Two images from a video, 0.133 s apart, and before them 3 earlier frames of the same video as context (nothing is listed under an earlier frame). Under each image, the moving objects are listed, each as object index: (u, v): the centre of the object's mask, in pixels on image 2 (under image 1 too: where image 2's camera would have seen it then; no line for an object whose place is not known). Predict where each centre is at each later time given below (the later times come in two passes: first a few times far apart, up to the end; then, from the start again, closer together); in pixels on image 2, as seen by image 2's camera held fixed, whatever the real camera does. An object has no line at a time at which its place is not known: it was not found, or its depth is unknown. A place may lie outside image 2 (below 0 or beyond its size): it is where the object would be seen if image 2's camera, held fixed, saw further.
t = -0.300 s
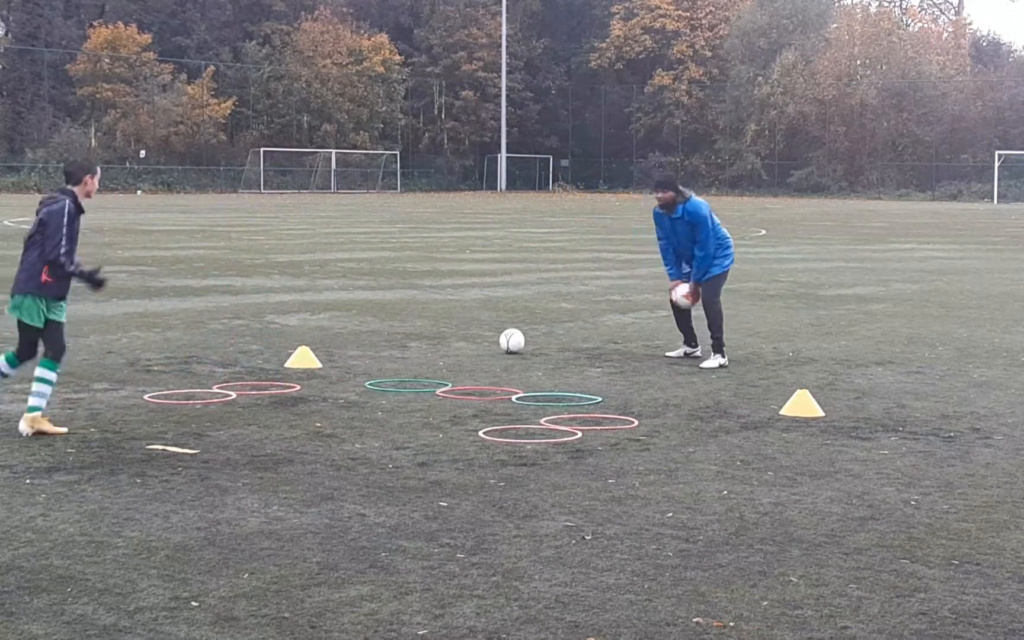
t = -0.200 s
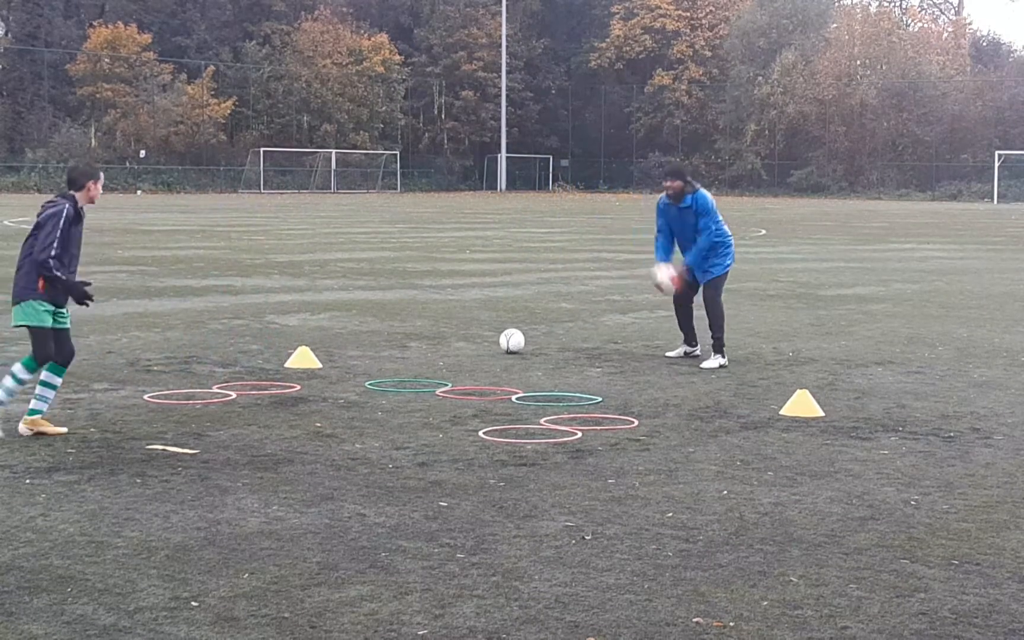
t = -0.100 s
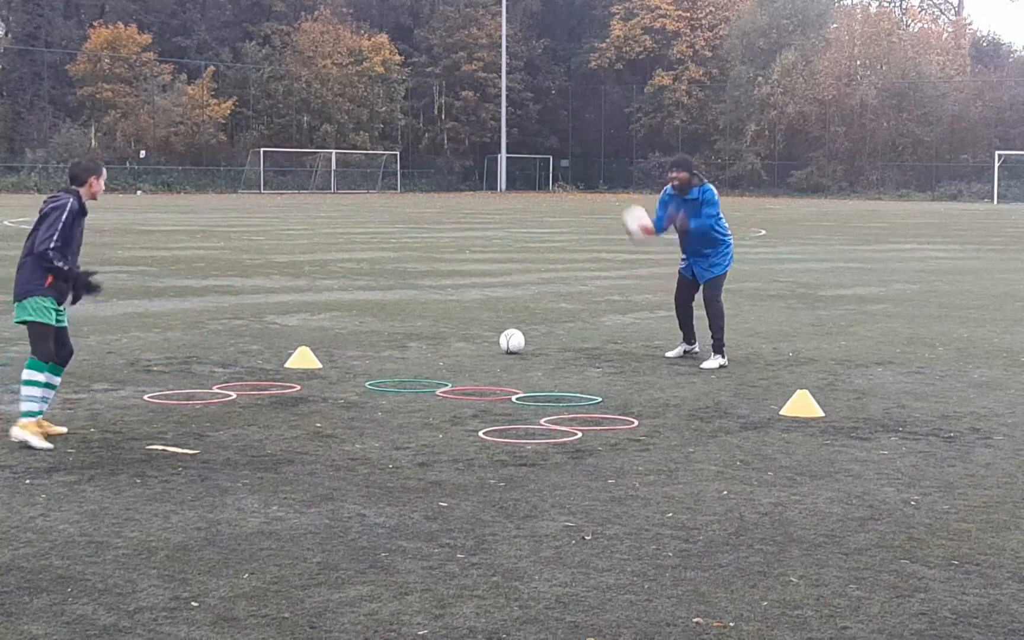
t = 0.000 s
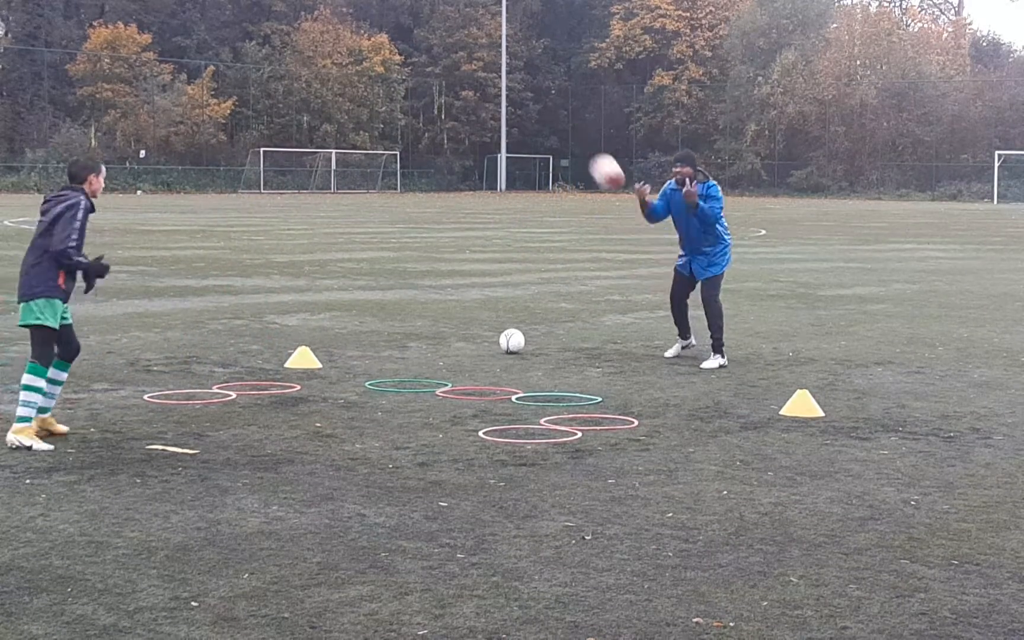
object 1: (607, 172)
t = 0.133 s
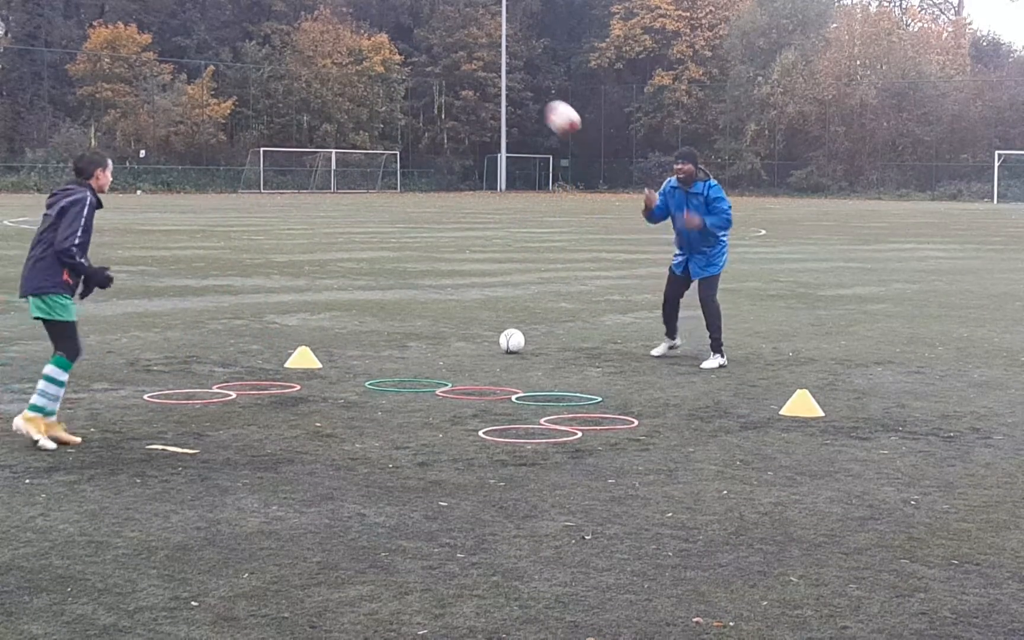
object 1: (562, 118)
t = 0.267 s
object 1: (515, 86)
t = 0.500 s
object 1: (422, 90)
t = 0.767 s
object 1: (299, 210)
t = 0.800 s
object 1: (281, 235)
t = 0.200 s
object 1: (539, 99)
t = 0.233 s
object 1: (528, 92)
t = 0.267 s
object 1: (515, 86)
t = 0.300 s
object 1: (503, 81)
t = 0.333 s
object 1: (490, 78)
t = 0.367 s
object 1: (477, 76)
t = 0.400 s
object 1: (464, 76)
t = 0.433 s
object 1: (450, 79)
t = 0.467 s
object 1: (436, 84)
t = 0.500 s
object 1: (422, 90)
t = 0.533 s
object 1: (409, 96)
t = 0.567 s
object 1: (394, 106)
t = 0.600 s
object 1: (380, 118)
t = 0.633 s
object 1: (364, 132)
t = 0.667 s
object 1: (348, 147)
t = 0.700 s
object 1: (331, 167)
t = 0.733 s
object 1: (314, 188)
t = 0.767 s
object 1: (299, 210)
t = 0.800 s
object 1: (281, 235)
